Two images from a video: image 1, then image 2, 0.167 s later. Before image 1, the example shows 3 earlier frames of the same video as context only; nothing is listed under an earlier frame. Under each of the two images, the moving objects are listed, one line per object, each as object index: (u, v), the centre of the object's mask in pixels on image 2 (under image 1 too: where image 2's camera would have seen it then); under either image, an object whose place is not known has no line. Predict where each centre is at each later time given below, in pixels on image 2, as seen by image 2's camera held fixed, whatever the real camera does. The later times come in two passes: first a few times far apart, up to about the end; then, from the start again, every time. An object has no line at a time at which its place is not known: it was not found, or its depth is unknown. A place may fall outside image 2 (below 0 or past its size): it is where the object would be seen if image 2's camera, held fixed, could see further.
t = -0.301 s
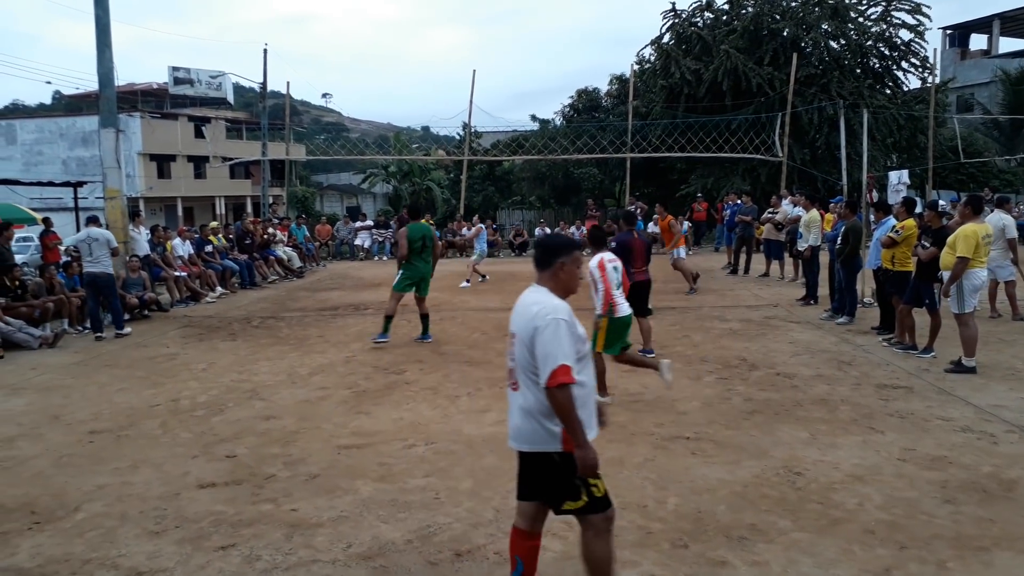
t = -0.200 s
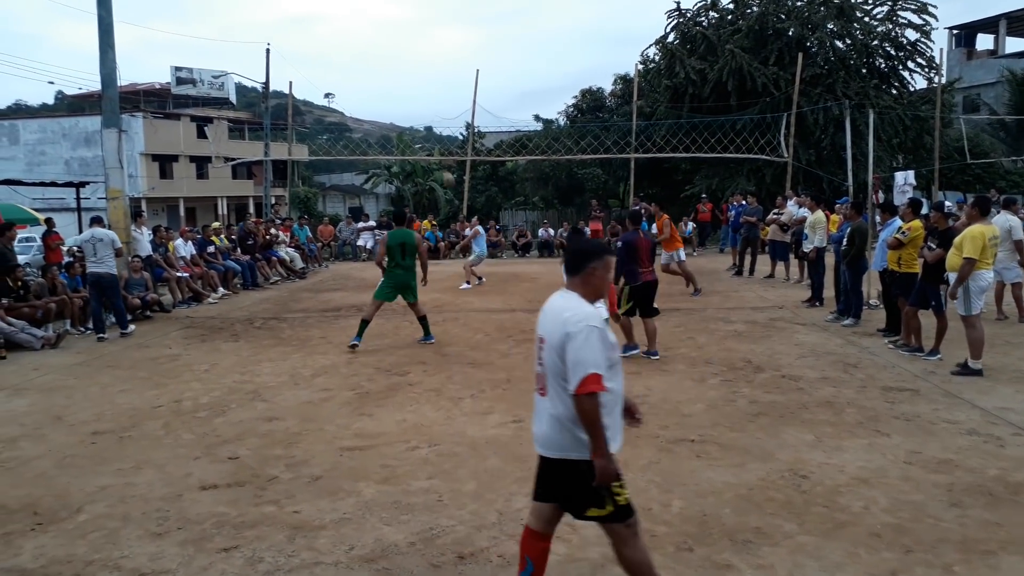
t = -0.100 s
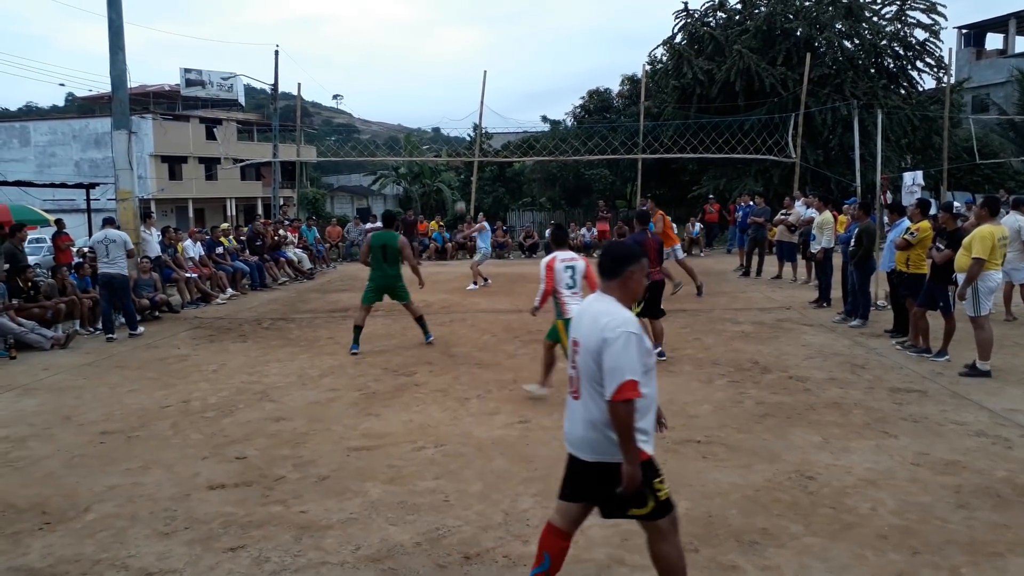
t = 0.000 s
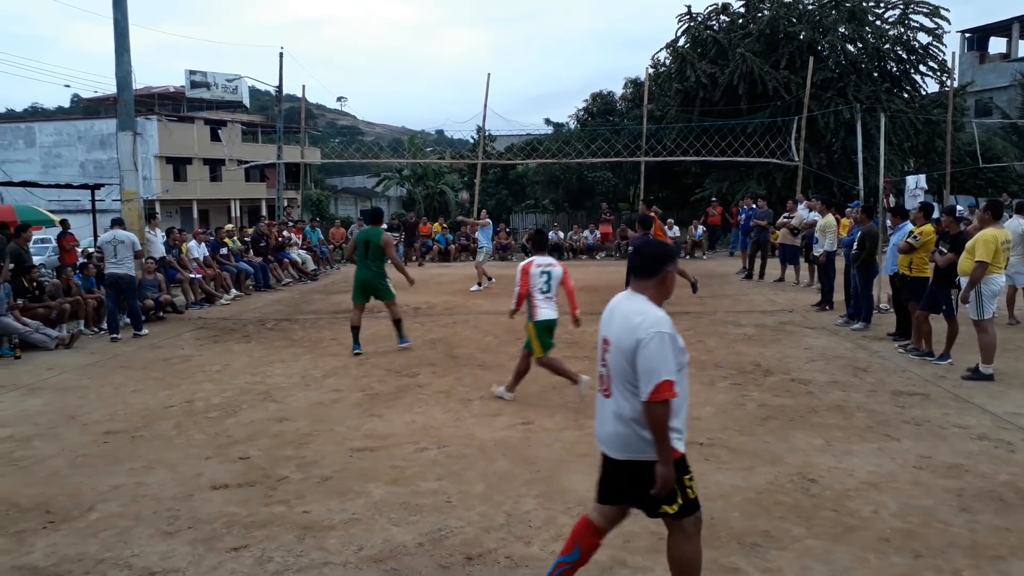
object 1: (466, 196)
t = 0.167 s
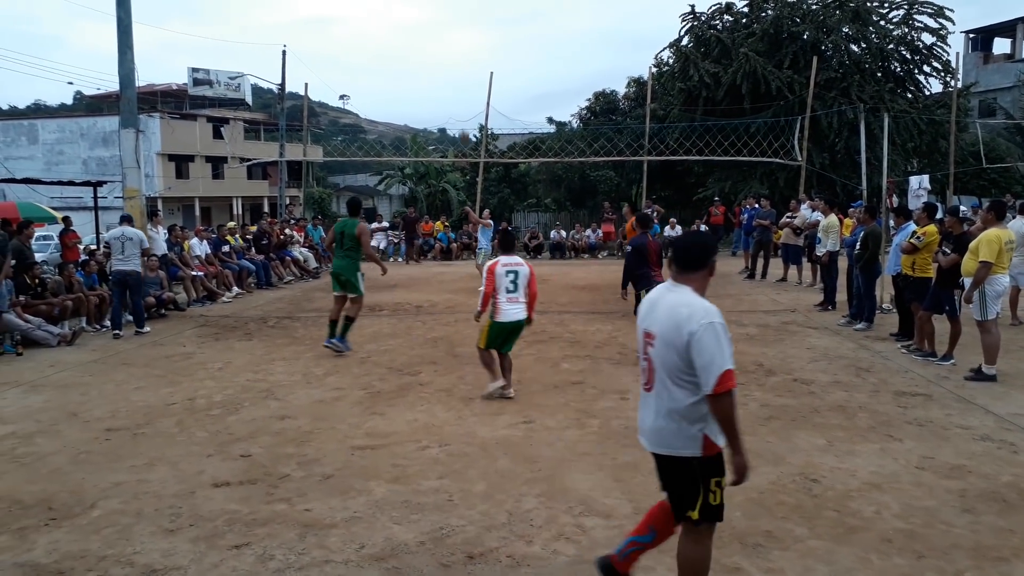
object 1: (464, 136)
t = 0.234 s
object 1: (463, 115)
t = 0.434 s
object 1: (461, 63)
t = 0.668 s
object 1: (461, 29)
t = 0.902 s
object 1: (461, 25)
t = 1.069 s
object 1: (461, 40)
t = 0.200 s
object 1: (463, 125)
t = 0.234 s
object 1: (463, 115)
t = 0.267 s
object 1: (462, 105)
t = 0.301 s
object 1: (462, 95)
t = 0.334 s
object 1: (462, 86)
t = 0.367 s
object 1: (462, 78)
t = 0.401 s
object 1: (462, 70)
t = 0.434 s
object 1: (461, 63)
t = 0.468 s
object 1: (461, 56)
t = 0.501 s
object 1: (461, 50)
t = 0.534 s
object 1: (461, 44)
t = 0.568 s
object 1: (461, 39)
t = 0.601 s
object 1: (461, 35)
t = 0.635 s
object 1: (461, 32)
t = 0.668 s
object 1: (461, 29)
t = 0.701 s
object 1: (461, 26)
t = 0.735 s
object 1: (461, 24)
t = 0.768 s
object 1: (461, 23)
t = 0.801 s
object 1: (461, 22)
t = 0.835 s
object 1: (461, 22)
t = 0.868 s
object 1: (461, 23)
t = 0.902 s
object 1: (461, 25)
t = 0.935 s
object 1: (461, 26)
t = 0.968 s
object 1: (461, 29)
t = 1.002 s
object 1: (461, 32)
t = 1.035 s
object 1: (461, 36)
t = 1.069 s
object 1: (461, 40)
